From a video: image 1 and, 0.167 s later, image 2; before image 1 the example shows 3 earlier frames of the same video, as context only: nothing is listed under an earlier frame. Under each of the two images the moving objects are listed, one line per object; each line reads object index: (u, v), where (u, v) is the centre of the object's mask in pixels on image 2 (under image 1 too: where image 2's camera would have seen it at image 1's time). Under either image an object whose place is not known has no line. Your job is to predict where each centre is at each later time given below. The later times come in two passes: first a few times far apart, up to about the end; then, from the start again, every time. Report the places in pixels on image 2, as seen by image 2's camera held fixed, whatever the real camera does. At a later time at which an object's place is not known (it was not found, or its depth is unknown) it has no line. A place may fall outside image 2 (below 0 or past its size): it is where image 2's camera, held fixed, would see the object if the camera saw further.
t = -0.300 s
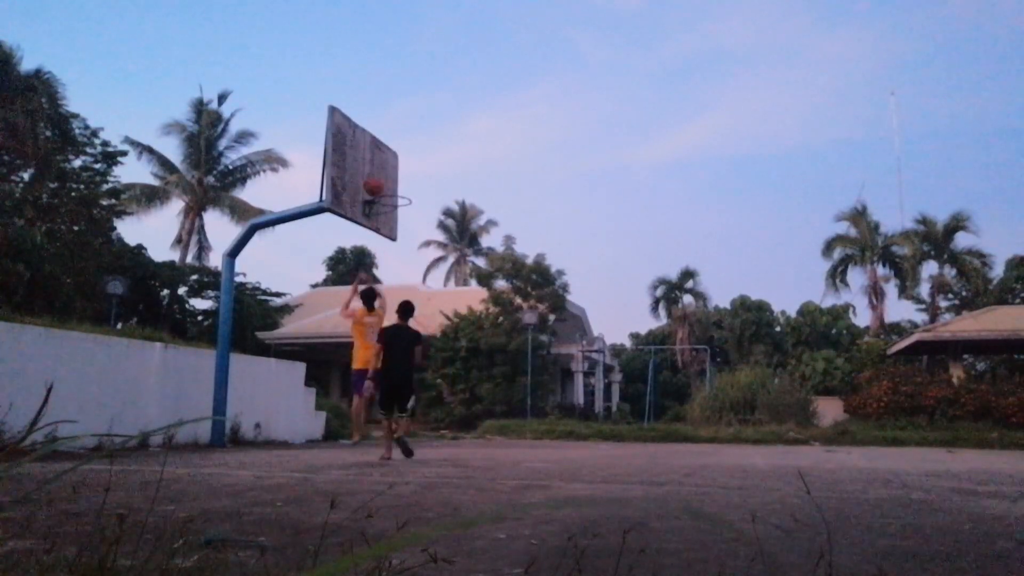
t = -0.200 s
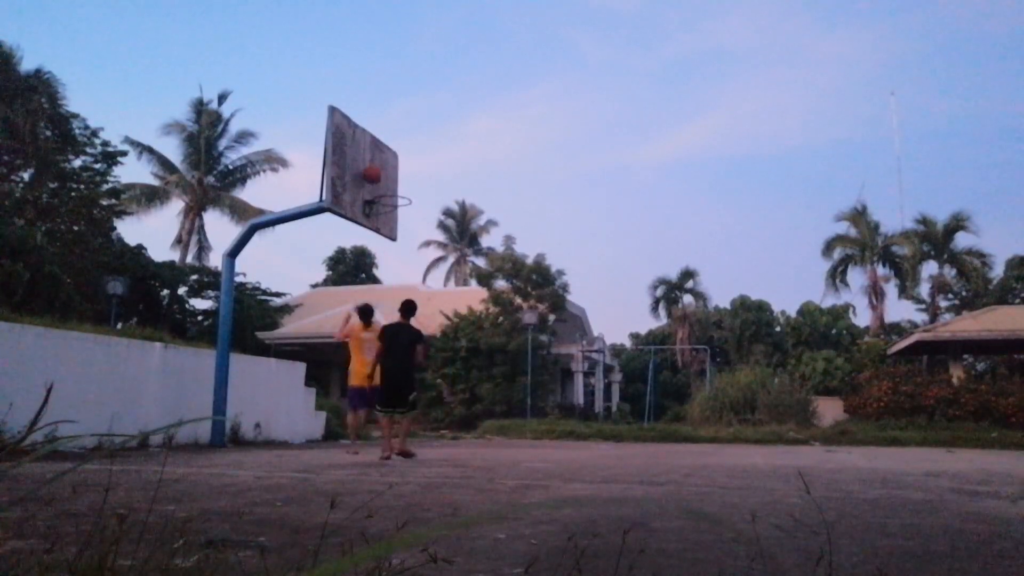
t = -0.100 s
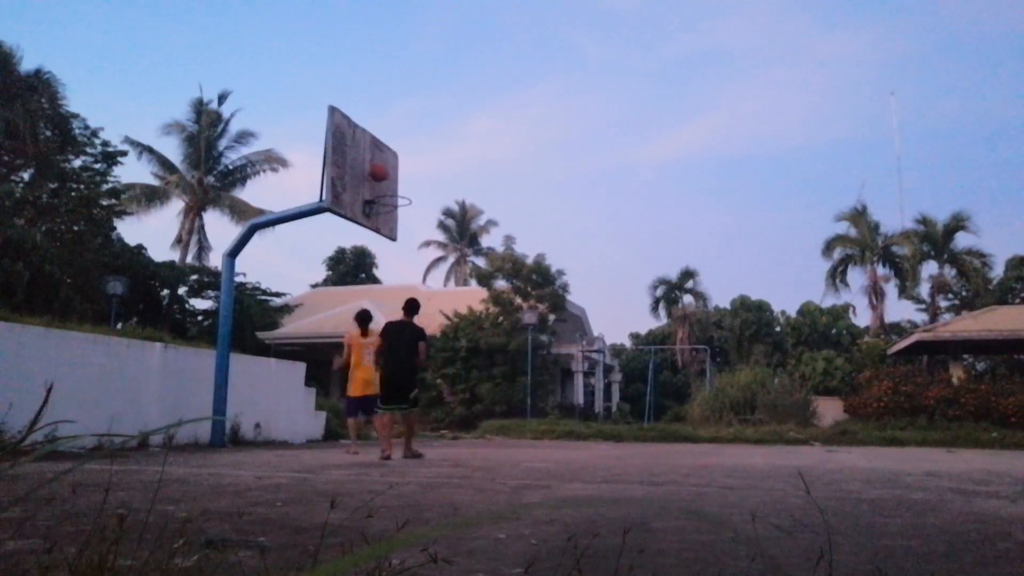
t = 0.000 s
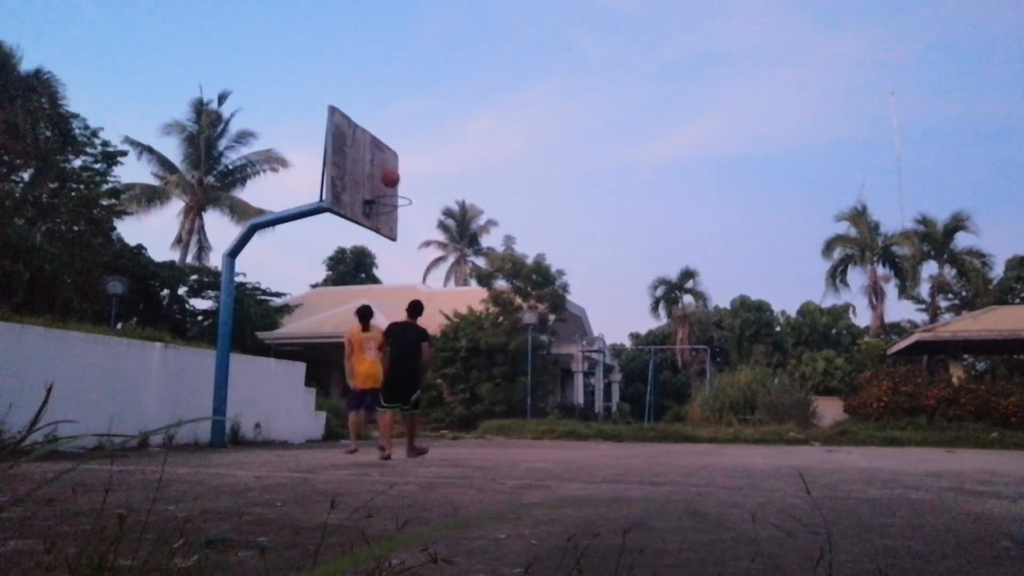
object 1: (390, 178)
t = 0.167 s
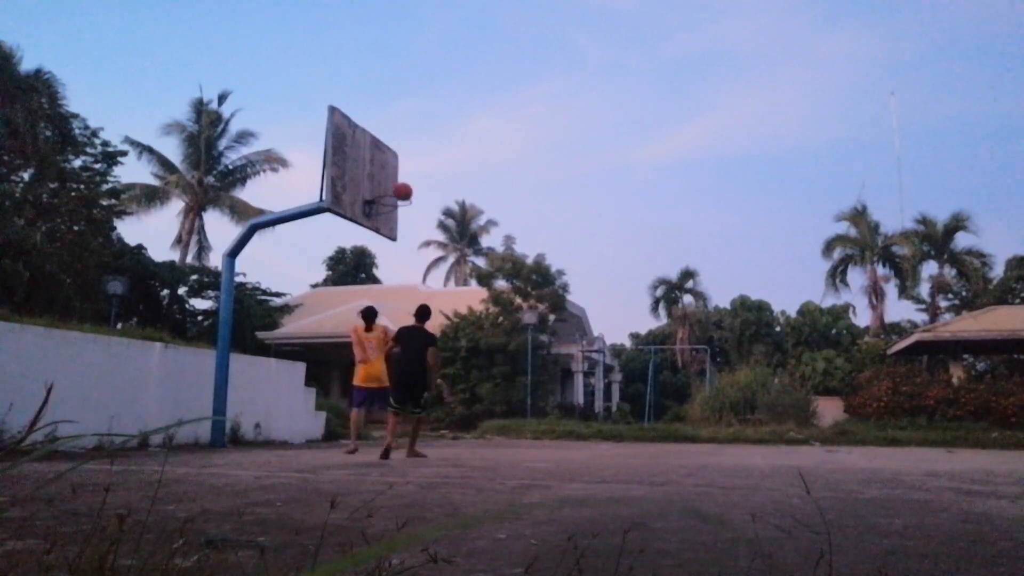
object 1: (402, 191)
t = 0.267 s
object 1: (400, 187)
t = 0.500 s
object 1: (389, 202)
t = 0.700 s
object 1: (376, 239)
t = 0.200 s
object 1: (402, 189)
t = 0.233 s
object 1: (401, 188)
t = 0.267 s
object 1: (400, 187)
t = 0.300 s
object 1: (398, 187)
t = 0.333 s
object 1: (397, 188)
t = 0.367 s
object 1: (396, 190)
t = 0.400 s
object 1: (394, 192)
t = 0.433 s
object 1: (393, 195)
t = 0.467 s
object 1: (391, 198)
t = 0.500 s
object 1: (389, 202)
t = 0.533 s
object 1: (387, 204)
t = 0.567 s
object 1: (385, 211)
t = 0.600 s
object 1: (384, 213)
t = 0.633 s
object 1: (382, 222)
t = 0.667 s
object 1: (380, 230)
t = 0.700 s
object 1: (376, 239)
